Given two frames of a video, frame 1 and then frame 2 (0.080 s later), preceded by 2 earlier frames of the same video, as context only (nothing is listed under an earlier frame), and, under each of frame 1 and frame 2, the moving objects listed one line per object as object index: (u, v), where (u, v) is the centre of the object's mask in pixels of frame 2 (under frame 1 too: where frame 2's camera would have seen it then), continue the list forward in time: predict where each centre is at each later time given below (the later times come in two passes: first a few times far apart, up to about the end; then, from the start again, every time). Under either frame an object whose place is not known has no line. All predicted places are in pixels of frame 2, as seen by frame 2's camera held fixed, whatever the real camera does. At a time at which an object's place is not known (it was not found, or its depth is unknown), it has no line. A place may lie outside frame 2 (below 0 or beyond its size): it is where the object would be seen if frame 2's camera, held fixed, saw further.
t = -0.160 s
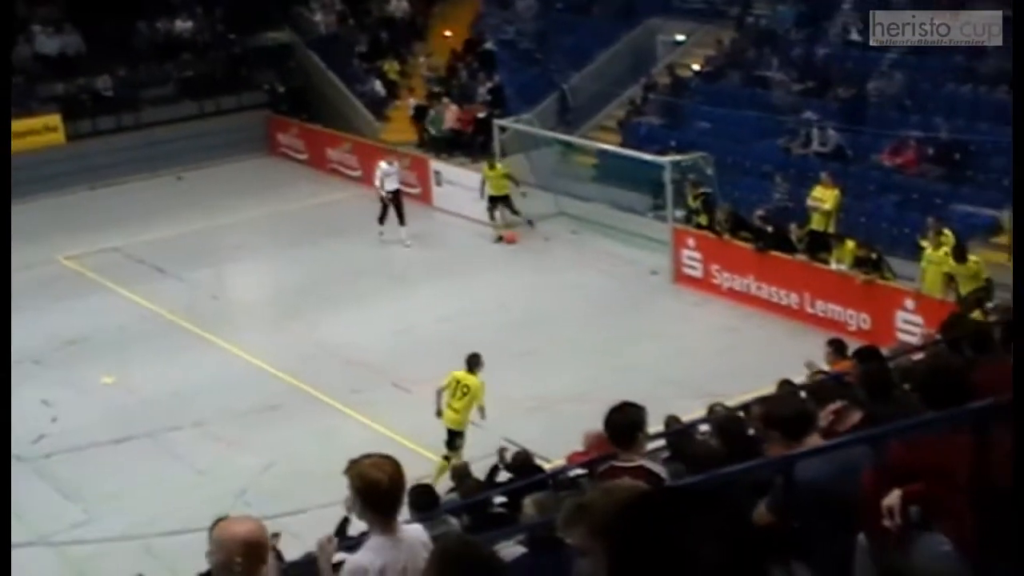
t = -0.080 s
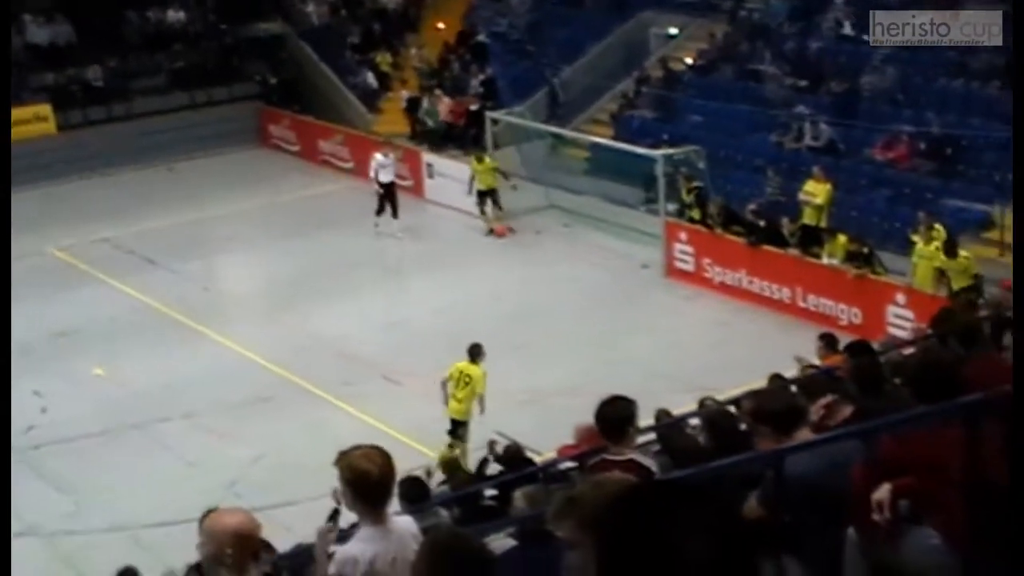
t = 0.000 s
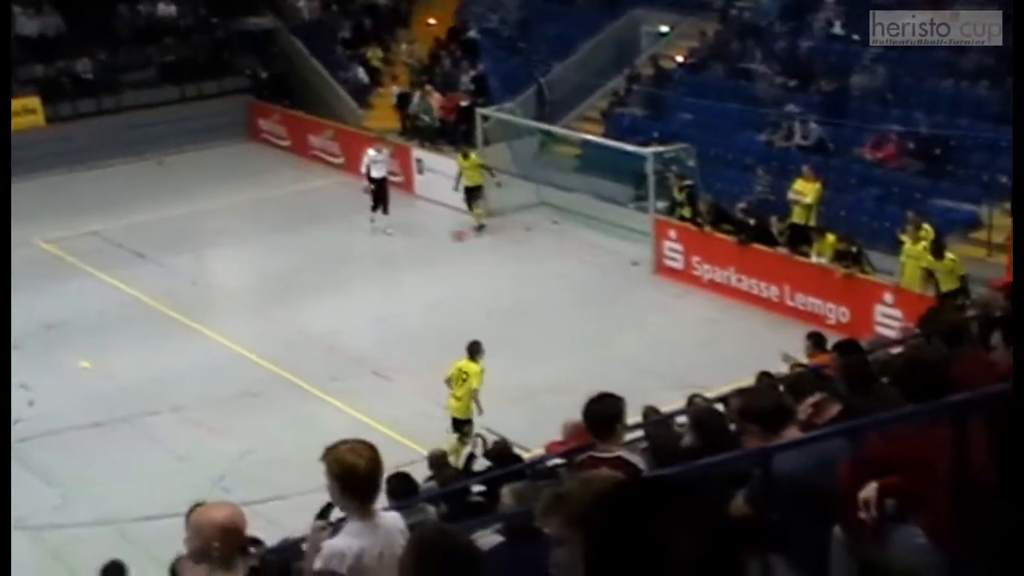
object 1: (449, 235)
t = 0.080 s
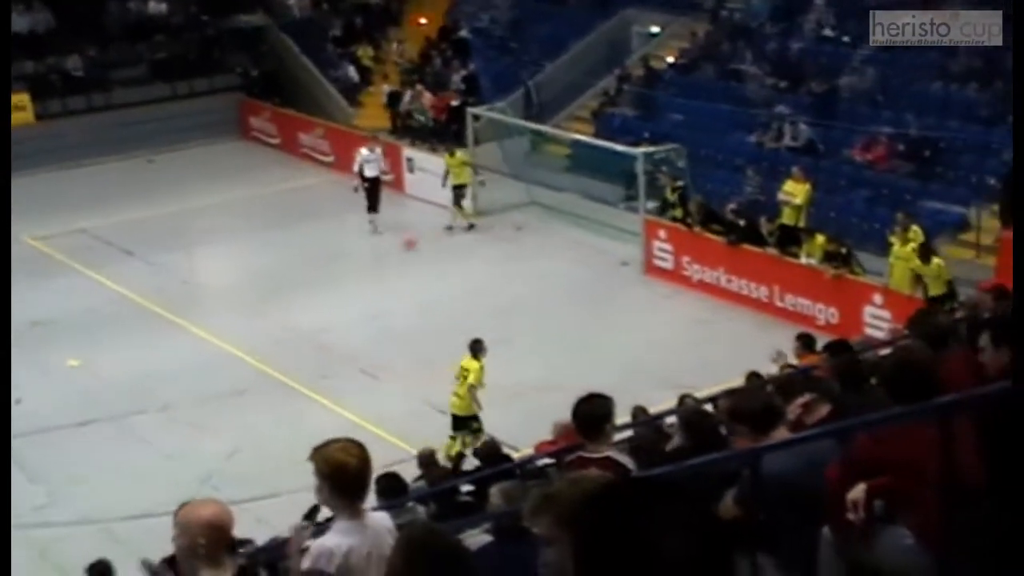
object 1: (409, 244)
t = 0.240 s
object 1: (332, 265)
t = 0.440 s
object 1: (241, 288)
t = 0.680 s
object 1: (136, 314)
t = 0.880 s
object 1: (56, 333)
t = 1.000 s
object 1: (9, 345)
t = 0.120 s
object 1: (389, 249)
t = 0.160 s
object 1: (370, 256)
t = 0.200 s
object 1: (351, 261)
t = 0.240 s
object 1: (332, 265)
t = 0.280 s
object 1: (313, 270)
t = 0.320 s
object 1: (294, 275)
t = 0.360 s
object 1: (276, 280)
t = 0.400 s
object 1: (258, 284)
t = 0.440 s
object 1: (241, 288)
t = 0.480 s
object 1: (223, 293)
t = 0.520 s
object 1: (204, 298)
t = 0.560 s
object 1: (186, 302)
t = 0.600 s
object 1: (169, 305)
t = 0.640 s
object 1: (153, 309)
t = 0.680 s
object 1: (136, 314)
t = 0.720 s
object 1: (119, 320)
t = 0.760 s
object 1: (103, 322)
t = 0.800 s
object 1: (87, 326)
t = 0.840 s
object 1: (72, 329)
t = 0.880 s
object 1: (56, 333)
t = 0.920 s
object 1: (40, 340)
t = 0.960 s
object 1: (24, 342)
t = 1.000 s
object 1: (9, 345)
